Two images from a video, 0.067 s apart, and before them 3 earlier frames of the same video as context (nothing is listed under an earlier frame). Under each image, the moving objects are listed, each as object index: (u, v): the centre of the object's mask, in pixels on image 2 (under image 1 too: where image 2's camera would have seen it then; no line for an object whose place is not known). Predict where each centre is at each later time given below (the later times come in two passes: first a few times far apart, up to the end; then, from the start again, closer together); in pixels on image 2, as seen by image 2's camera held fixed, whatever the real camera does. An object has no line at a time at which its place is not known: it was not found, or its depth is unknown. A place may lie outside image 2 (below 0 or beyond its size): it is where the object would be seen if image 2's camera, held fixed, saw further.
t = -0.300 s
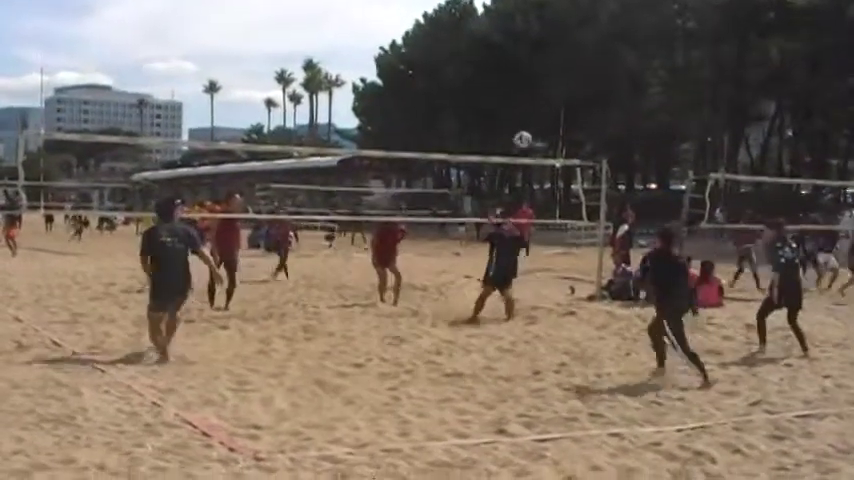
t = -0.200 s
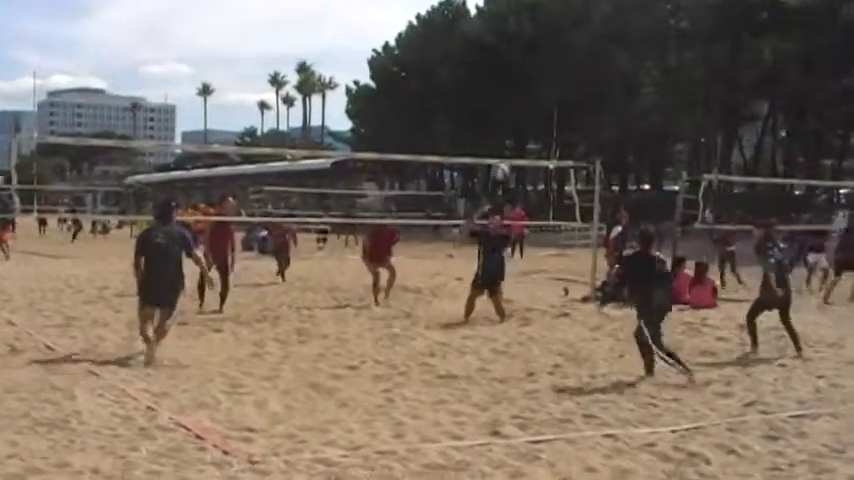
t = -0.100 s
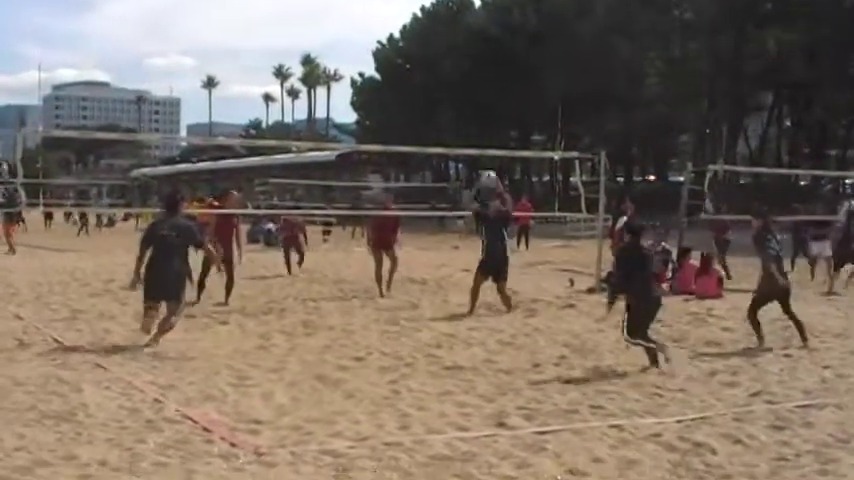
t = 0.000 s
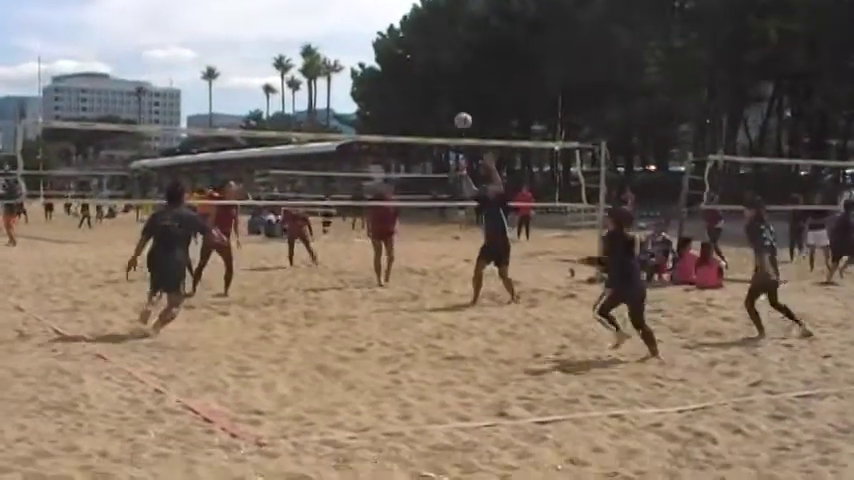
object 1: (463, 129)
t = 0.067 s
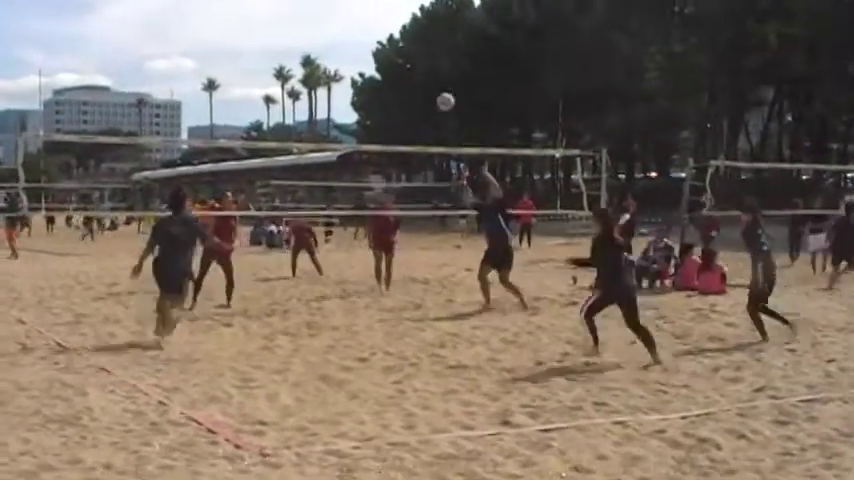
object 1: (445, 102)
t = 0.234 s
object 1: (401, 47)
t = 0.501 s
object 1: (331, 2)
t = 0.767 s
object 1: (266, 12)
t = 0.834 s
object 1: (251, 24)
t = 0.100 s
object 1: (436, 89)
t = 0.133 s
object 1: (427, 77)
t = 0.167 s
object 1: (419, 65)
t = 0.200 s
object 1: (410, 56)
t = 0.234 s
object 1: (401, 47)
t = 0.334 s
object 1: (373, 24)
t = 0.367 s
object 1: (365, 18)
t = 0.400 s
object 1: (356, 13)
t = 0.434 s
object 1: (348, 8)
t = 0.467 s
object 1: (339, 5)
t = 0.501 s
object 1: (331, 2)
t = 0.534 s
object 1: (323, 1)
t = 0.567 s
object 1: (314, 0)
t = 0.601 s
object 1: (306, 0)
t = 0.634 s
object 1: (298, 1)
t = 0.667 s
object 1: (290, 2)
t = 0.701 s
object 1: (282, 4)
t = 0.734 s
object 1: (274, 8)
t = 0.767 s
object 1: (266, 12)
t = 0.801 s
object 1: (259, 17)
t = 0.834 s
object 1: (251, 24)
